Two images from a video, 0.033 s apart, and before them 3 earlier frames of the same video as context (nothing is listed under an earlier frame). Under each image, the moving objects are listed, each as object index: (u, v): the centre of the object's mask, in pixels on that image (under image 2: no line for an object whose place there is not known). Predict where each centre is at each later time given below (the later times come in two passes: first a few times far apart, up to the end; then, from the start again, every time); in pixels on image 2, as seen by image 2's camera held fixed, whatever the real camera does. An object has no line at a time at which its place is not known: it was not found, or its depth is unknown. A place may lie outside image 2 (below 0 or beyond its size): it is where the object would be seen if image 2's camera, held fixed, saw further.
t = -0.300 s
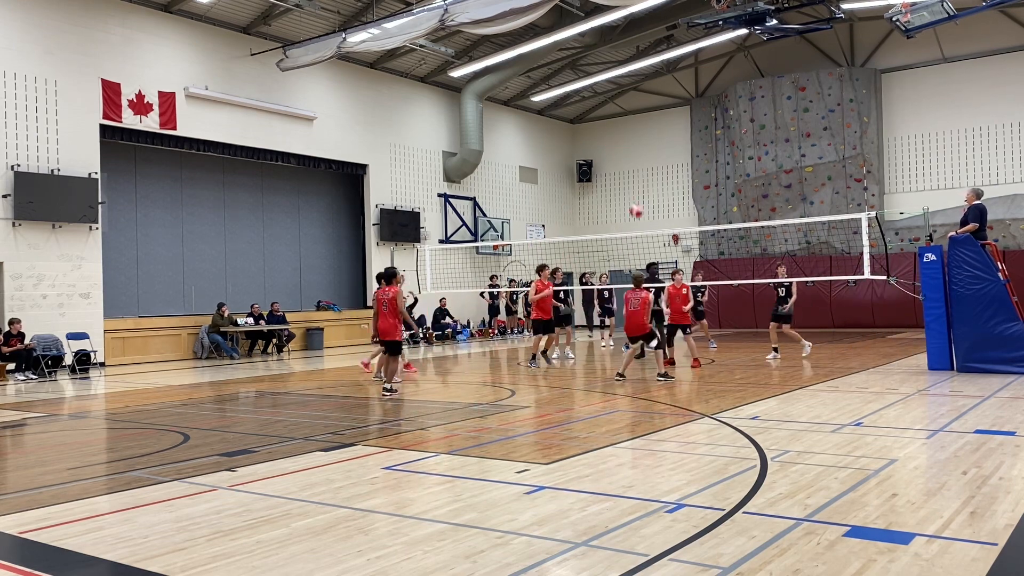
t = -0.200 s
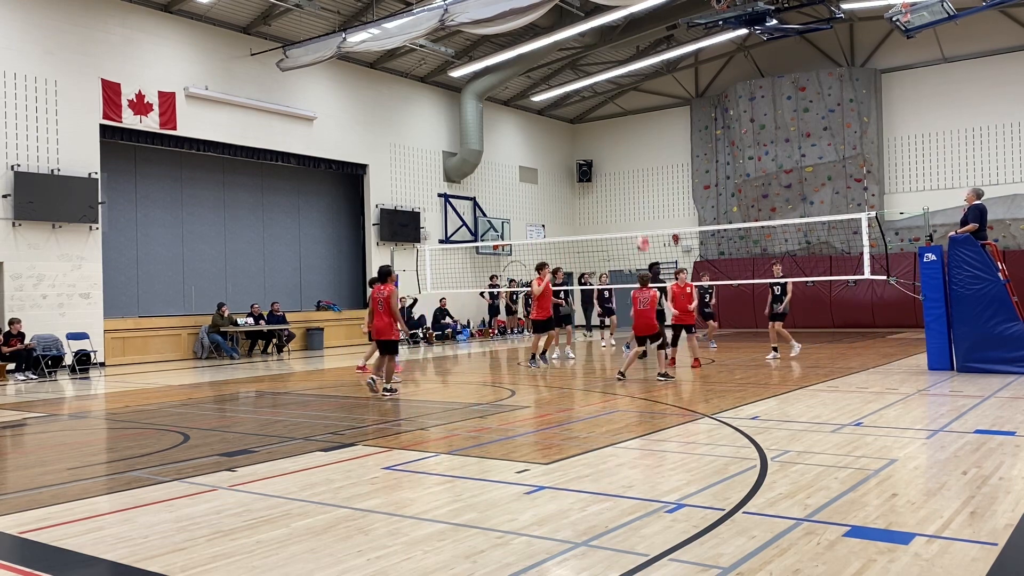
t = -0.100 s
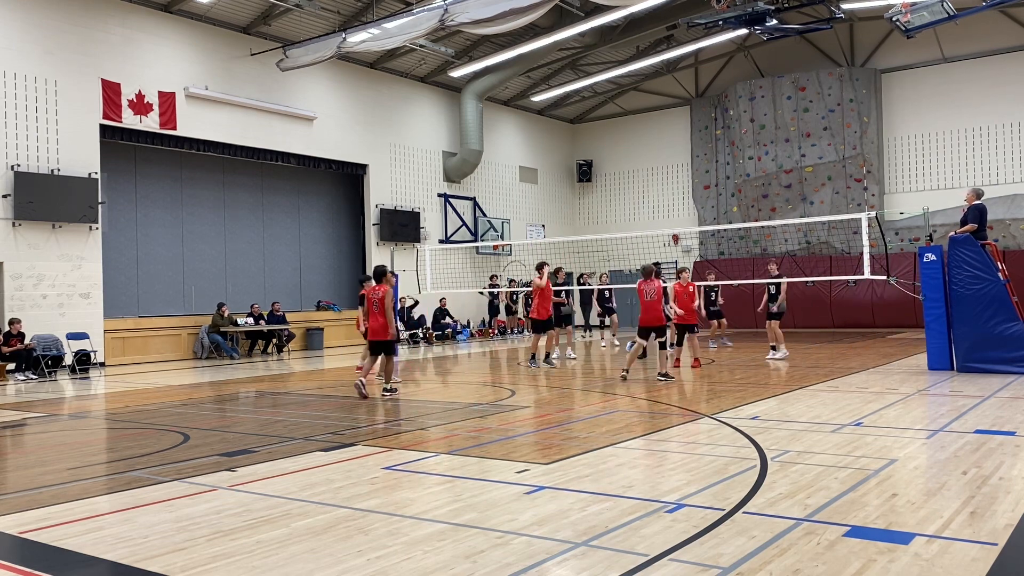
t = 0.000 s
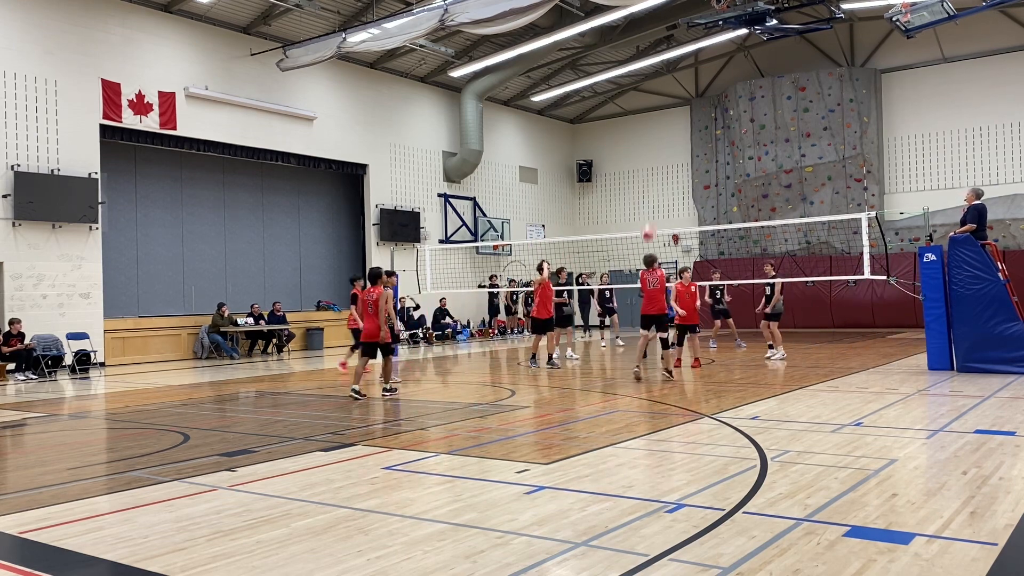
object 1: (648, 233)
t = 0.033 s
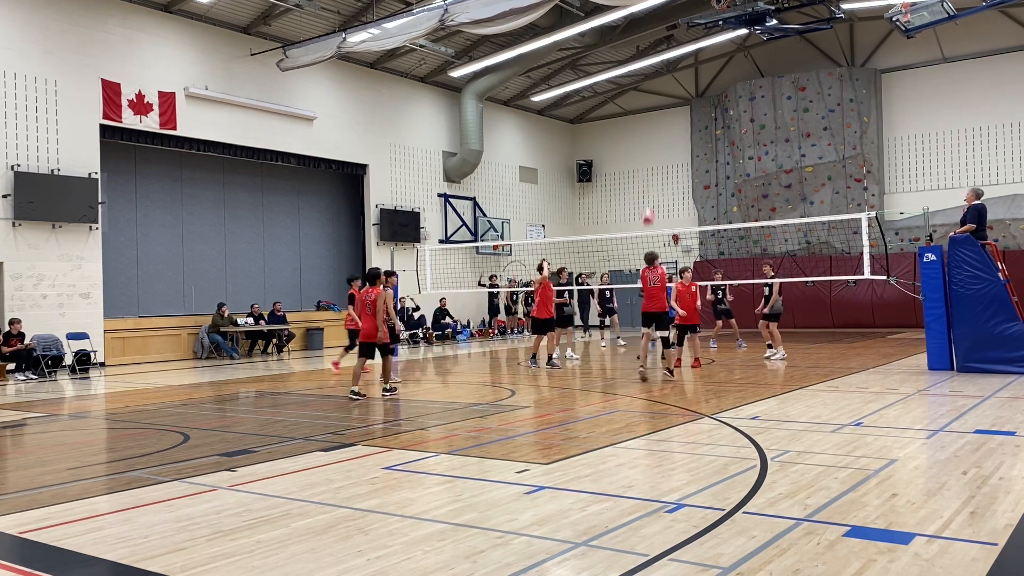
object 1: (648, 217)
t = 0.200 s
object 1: (646, 150)
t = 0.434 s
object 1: (645, 90)
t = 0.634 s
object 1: (643, 70)
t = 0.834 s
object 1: (643, 75)
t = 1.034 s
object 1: (643, 104)
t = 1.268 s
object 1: (645, 170)
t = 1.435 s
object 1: (645, 235)
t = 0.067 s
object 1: (647, 202)
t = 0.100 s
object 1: (647, 187)
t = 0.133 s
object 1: (647, 174)
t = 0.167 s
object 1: (646, 161)
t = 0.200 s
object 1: (646, 150)
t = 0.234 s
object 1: (646, 139)
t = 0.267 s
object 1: (646, 128)
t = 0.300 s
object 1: (645, 120)
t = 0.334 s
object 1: (646, 111)
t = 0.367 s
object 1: (645, 103)
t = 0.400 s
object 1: (645, 96)
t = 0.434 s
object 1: (645, 90)
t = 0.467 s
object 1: (644, 85)
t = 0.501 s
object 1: (644, 80)
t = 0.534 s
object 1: (644, 76)
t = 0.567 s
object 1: (644, 74)
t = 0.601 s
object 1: (644, 72)
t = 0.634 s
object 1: (643, 70)
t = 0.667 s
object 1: (643, 69)
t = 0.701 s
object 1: (643, 69)
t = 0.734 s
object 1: (643, 69)
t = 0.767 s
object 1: (643, 71)
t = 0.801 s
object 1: (643, 72)
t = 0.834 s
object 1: (643, 75)
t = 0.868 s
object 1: (643, 77)
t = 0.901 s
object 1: (643, 82)
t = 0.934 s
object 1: (643, 86)
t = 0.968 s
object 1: (643, 91)
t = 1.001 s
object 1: (643, 97)
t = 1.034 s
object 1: (643, 104)
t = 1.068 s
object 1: (643, 111)
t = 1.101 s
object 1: (643, 120)
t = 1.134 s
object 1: (644, 128)
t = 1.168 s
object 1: (644, 138)
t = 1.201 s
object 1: (645, 147)
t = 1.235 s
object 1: (645, 158)
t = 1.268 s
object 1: (645, 170)
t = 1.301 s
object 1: (645, 182)
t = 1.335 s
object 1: (645, 194)
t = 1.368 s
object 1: (645, 208)
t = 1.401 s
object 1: (645, 221)
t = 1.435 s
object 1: (645, 235)
